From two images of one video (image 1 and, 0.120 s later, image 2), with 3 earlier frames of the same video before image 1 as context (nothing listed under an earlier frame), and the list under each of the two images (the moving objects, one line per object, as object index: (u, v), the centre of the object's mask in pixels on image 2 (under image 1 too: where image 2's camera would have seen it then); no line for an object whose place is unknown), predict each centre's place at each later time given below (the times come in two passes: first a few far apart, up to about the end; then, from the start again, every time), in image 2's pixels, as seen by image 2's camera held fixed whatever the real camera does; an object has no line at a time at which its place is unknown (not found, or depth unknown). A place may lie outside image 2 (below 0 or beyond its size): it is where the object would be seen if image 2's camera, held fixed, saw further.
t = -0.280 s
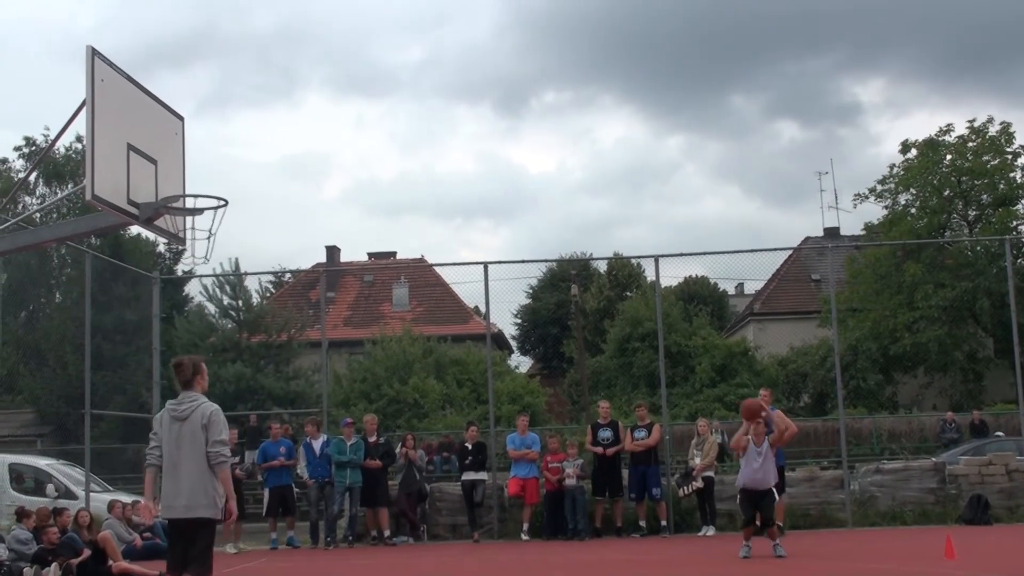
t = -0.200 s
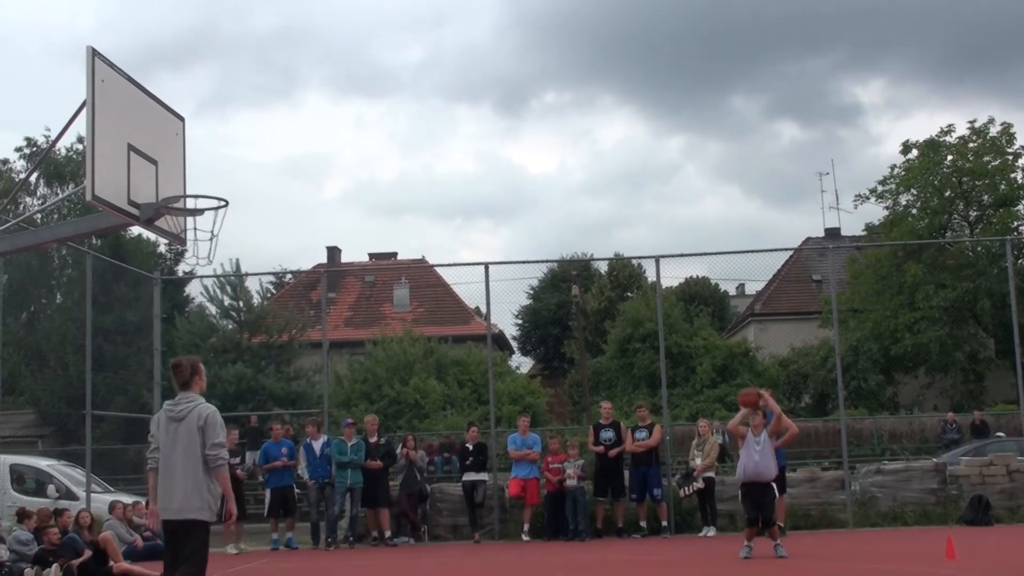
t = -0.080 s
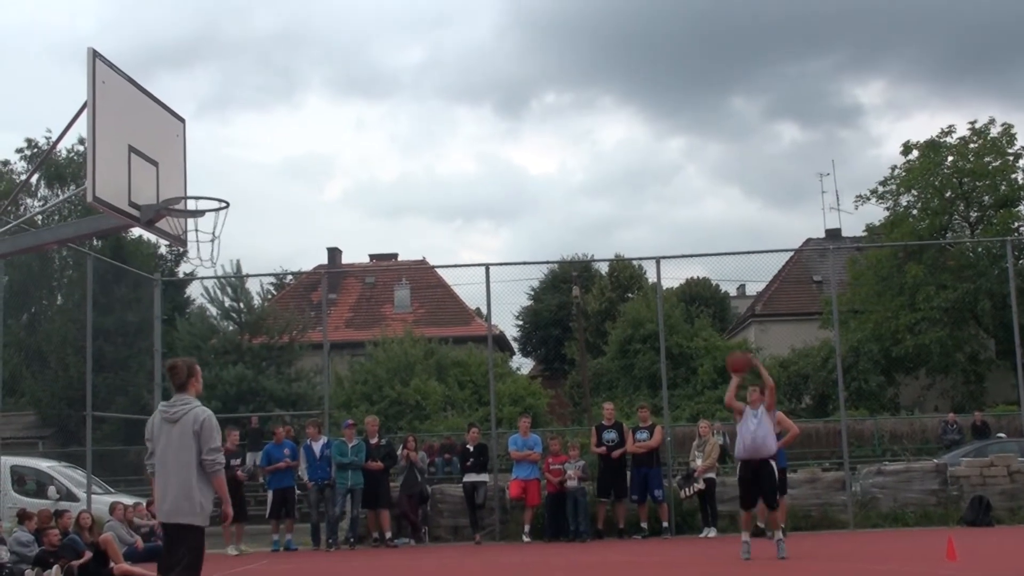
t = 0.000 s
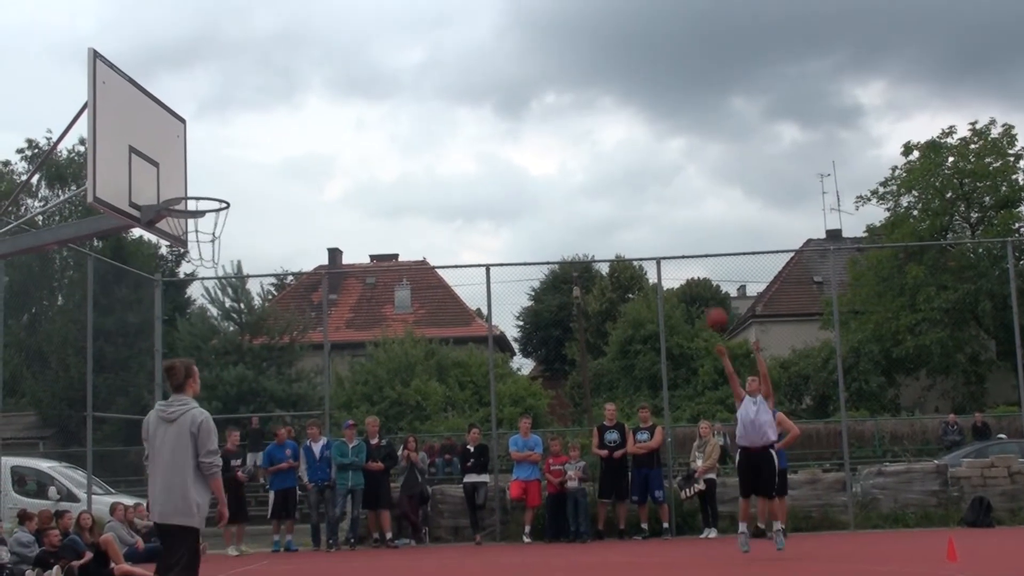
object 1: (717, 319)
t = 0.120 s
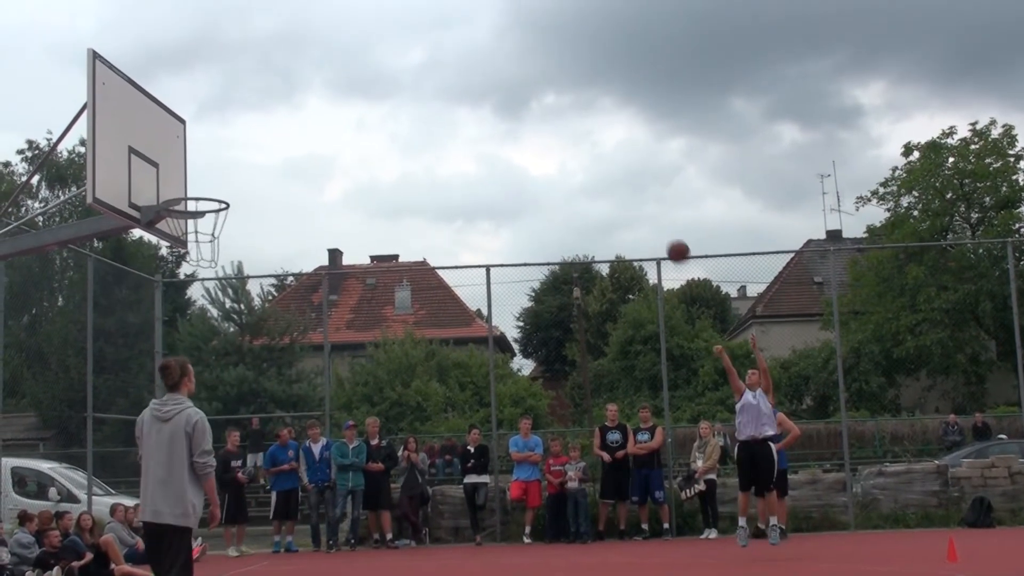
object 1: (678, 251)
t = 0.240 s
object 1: (638, 193)
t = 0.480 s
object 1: (555, 106)
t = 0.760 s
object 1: (444, 65)
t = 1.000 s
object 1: (334, 94)
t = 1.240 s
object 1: (199, 204)
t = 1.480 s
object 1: (196, 212)
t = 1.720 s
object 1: (199, 221)
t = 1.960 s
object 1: (184, 235)
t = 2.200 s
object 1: (195, 253)
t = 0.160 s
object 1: (665, 231)
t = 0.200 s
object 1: (652, 211)
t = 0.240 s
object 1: (638, 193)
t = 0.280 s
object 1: (625, 176)
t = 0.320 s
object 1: (612, 160)
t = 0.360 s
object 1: (597, 144)
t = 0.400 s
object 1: (583, 130)
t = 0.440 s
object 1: (569, 118)
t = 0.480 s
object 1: (555, 106)
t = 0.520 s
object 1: (540, 96)
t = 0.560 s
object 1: (525, 87)
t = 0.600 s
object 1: (509, 80)
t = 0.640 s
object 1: (494, 74)
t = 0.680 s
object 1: (478, 69)
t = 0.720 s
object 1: (461, 67)
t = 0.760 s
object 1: (444, 65)
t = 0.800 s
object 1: (428, 65)
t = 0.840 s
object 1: (410, 67)
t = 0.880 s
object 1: (392, 71)
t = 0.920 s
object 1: (373, 77)
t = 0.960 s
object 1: (354, 84)
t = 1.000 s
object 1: (334, 94)
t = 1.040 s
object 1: (314, 106)
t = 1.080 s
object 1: (292, 120)
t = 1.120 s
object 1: (270, 137)
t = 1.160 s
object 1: (248, 157)
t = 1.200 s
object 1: (224, 179)
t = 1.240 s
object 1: (199, 204)
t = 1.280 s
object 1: (179, 223)
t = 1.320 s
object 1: (176, 223)
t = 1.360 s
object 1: (182, 222)
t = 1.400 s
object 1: (188, 218)
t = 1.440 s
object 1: (193, 214)
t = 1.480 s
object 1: (196, 212)
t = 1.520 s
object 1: (199, 210)
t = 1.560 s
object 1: (201, 212)
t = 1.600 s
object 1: (203, 212)
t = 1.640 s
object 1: (202, 215)
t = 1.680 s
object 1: (201, 218)
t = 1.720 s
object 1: (199, 221)
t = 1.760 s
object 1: (195, 224)
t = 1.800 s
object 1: (192, 227)
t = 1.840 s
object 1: (188, 229)
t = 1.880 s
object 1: (185, 232)
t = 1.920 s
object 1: (183, 233)
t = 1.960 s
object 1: (184, 235)
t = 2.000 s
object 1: (185, 237)
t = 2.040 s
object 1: (186, 239)
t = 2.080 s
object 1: (188, 242)
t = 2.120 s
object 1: (190, 245)
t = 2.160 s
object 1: (191, 250)
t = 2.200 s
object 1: (195, 253)
